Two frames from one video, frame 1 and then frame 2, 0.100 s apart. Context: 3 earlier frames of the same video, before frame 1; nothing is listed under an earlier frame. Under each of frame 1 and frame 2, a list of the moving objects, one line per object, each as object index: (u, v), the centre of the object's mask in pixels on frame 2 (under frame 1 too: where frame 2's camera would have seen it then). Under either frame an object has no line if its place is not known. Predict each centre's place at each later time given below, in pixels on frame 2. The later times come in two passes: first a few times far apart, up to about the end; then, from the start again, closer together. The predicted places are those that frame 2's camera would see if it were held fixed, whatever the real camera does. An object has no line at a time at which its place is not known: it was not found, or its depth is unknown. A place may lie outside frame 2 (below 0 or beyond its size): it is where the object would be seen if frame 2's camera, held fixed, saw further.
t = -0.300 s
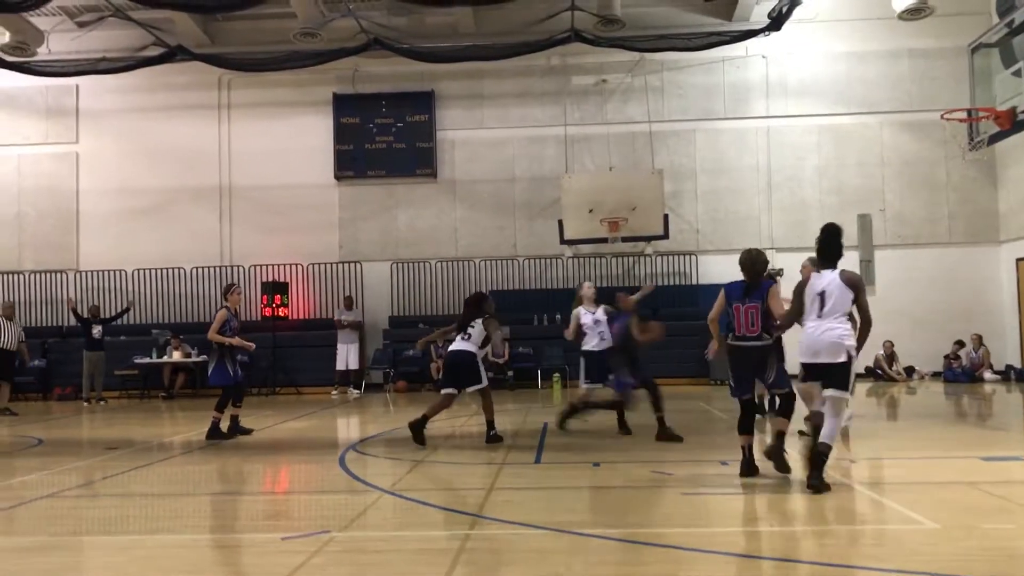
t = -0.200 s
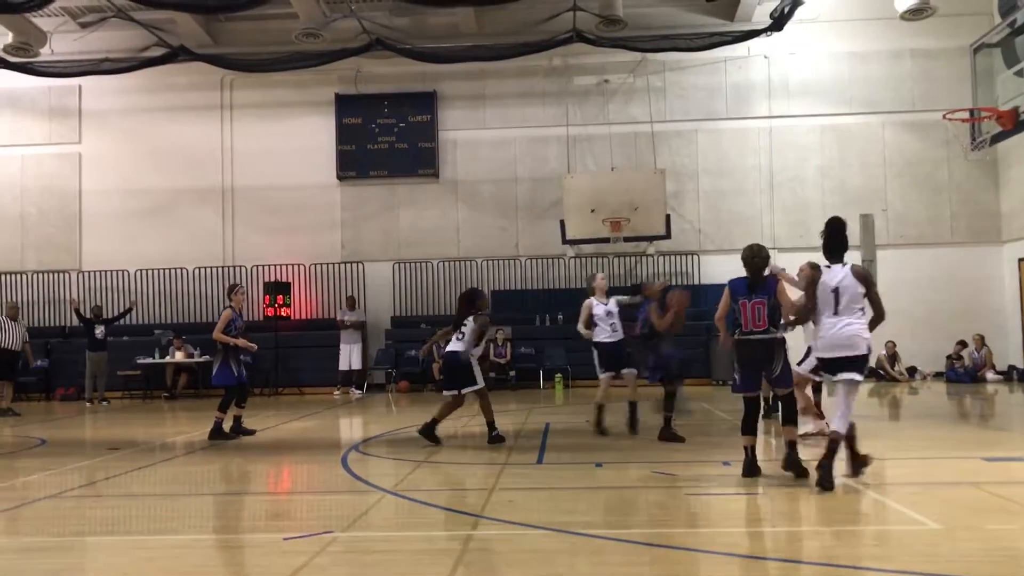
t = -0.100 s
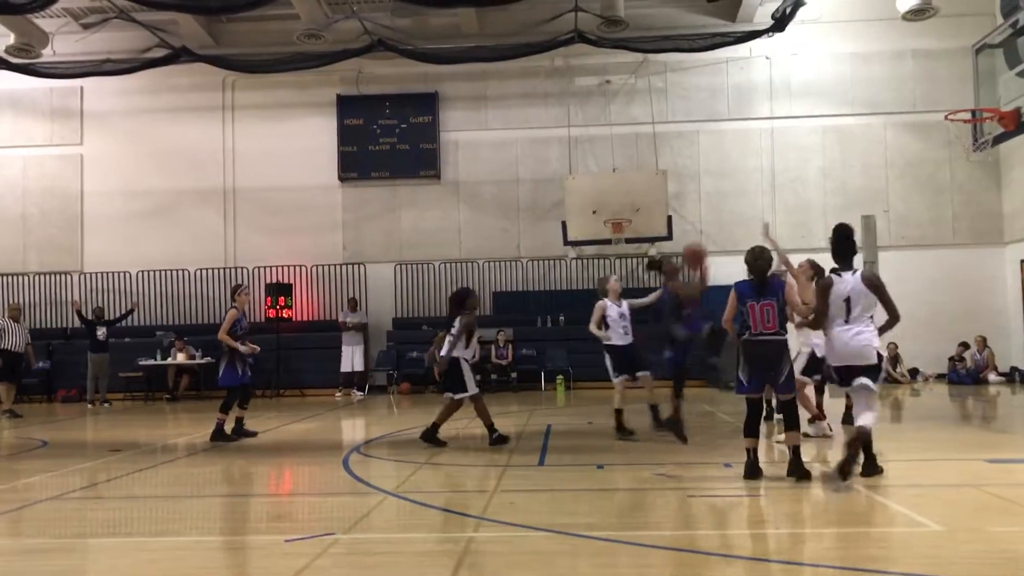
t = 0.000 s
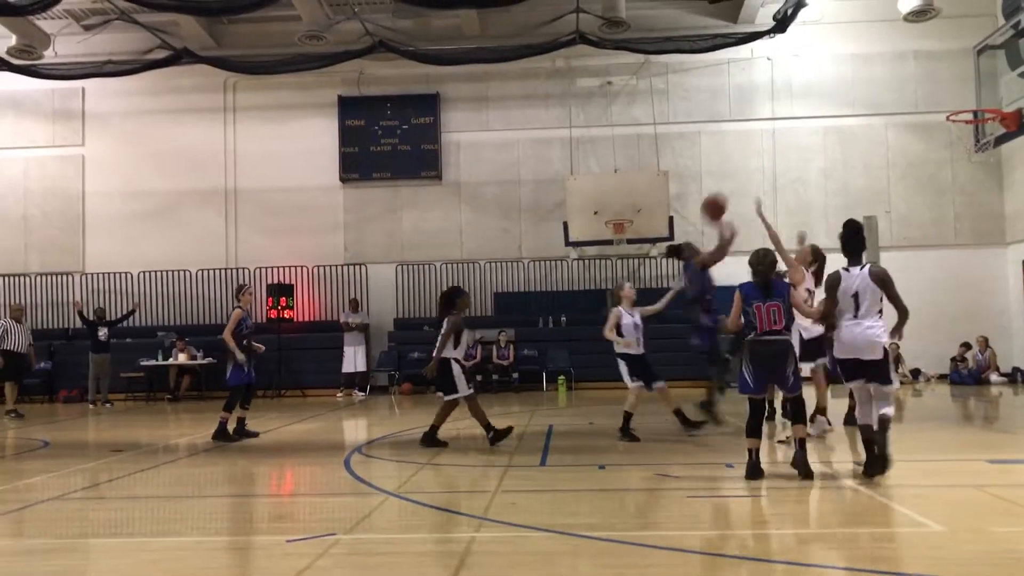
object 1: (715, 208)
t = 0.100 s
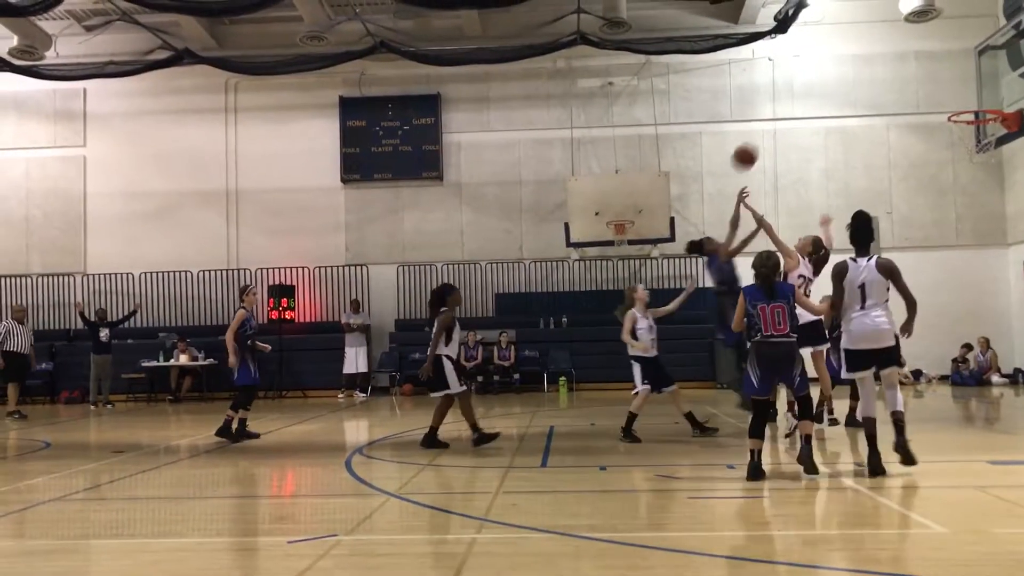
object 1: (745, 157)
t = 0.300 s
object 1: (807, 86)
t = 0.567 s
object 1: (890, 55)
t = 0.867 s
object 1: (984, 103)
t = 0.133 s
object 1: (755, 142)
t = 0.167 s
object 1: (765, 129)
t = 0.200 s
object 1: (776, 115)
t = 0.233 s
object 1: (787, 104)
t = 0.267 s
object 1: (797, 94)
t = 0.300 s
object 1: (807, 86)
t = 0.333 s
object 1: (817, 78)
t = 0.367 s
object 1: (828, 71)
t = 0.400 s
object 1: (838, 66)
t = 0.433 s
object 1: (849, 61)
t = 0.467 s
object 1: (859, 58)
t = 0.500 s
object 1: (869, 56)
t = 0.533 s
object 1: (880, 55)
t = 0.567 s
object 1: (890, 55)
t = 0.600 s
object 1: (900, 57)
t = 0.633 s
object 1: (911, 59)
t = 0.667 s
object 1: (922, 62)
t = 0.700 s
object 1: (932, 67)
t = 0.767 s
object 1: (953, 80)
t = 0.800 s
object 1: (963, 87)
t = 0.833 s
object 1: (974, 95)
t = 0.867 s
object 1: (984, 103)
